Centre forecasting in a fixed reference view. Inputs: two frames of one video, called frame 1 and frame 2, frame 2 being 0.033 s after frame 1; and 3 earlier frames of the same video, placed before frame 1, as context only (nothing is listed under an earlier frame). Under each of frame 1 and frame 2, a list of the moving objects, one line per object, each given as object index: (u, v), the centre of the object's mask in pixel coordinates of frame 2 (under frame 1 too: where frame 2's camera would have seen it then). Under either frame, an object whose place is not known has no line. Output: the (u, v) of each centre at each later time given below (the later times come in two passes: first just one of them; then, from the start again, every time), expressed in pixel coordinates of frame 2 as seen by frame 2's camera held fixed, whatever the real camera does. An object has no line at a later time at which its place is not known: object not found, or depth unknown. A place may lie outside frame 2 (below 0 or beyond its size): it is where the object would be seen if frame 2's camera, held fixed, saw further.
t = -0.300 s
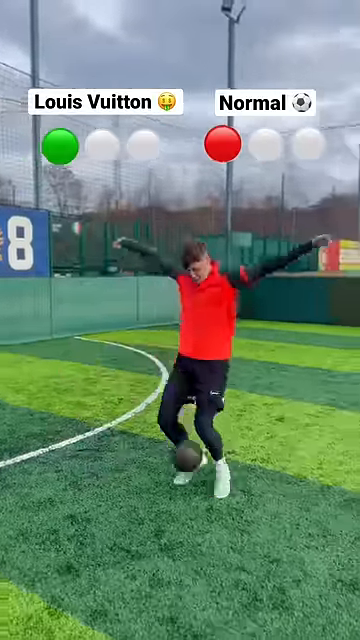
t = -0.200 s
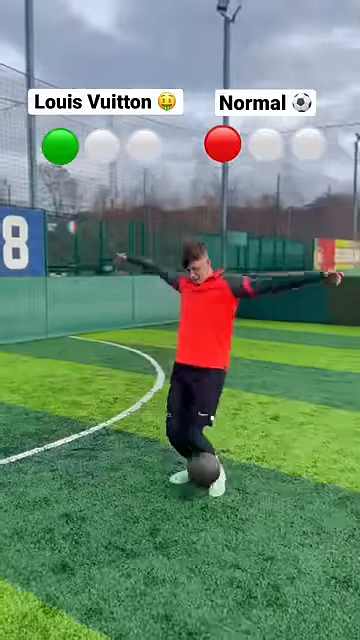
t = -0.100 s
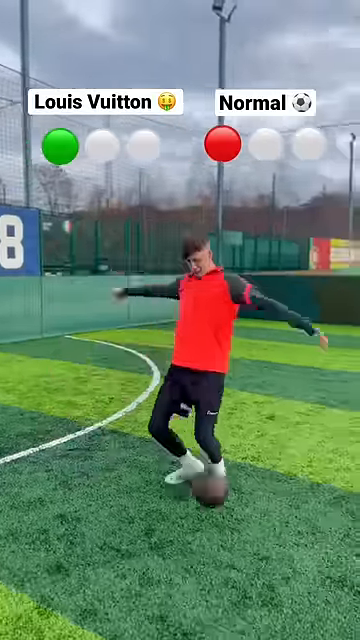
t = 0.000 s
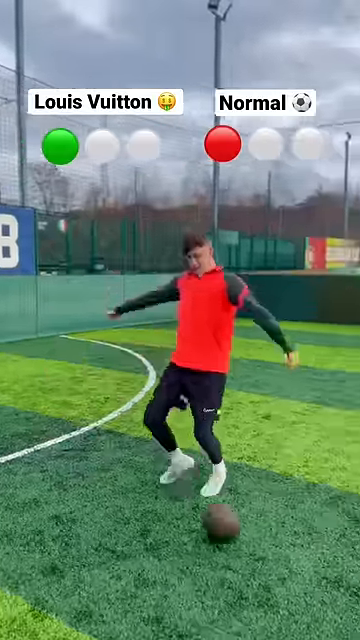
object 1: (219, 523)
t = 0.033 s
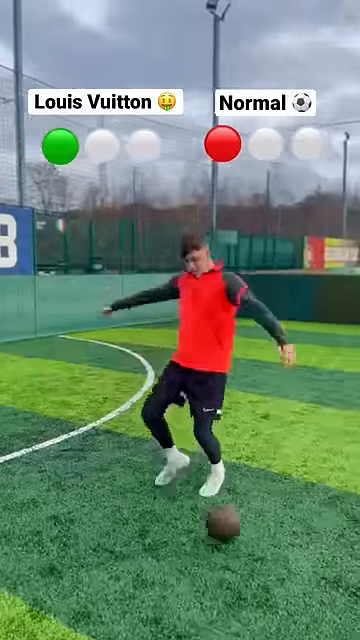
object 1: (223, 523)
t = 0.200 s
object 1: (246, 544)
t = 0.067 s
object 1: (227, 523)
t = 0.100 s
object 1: (233, 524)
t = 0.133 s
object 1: (237, 529)
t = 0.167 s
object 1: (242, 535)
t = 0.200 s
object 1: (246, 544)
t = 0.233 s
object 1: (251, 547)
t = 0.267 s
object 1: (256, 549)
